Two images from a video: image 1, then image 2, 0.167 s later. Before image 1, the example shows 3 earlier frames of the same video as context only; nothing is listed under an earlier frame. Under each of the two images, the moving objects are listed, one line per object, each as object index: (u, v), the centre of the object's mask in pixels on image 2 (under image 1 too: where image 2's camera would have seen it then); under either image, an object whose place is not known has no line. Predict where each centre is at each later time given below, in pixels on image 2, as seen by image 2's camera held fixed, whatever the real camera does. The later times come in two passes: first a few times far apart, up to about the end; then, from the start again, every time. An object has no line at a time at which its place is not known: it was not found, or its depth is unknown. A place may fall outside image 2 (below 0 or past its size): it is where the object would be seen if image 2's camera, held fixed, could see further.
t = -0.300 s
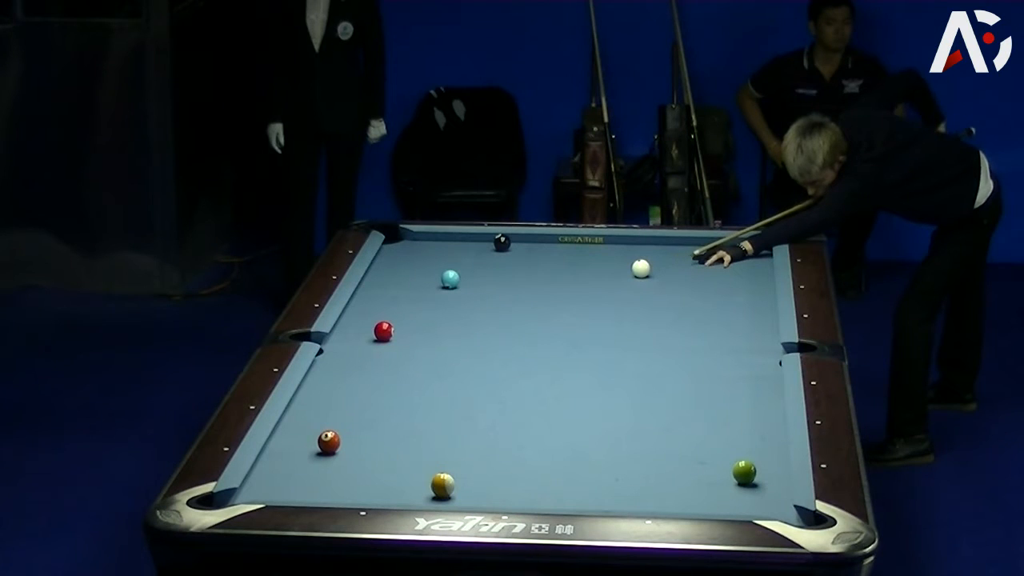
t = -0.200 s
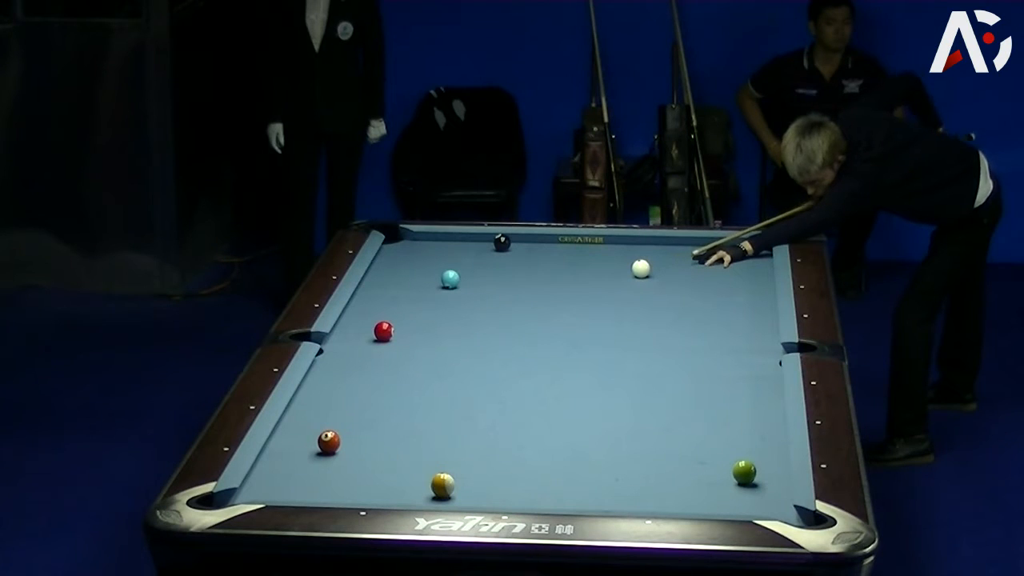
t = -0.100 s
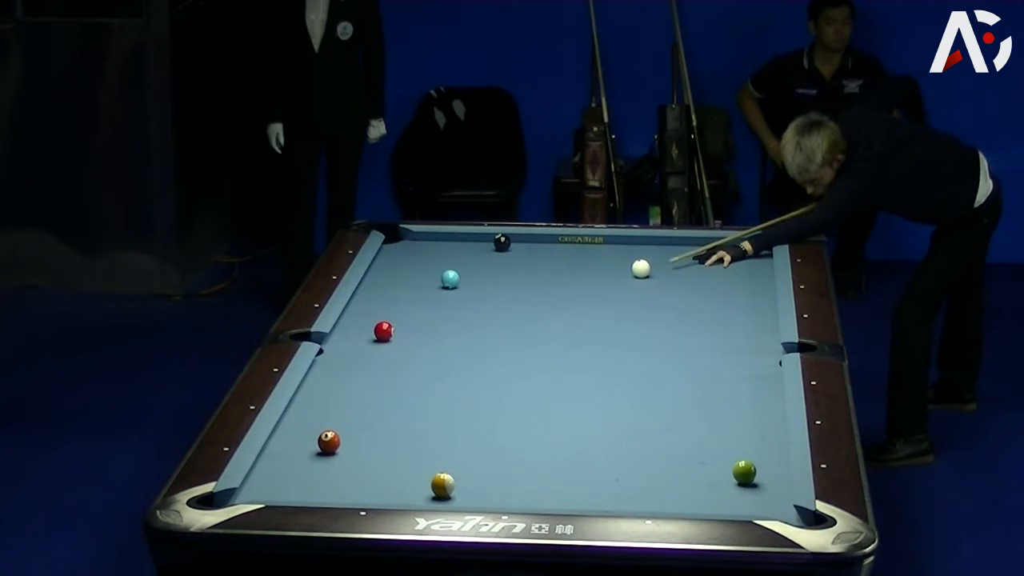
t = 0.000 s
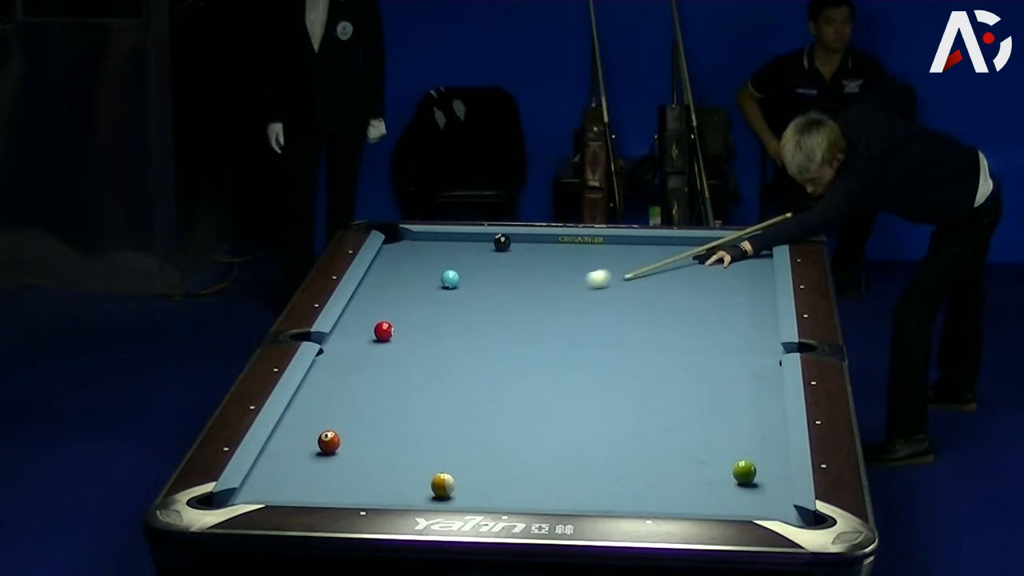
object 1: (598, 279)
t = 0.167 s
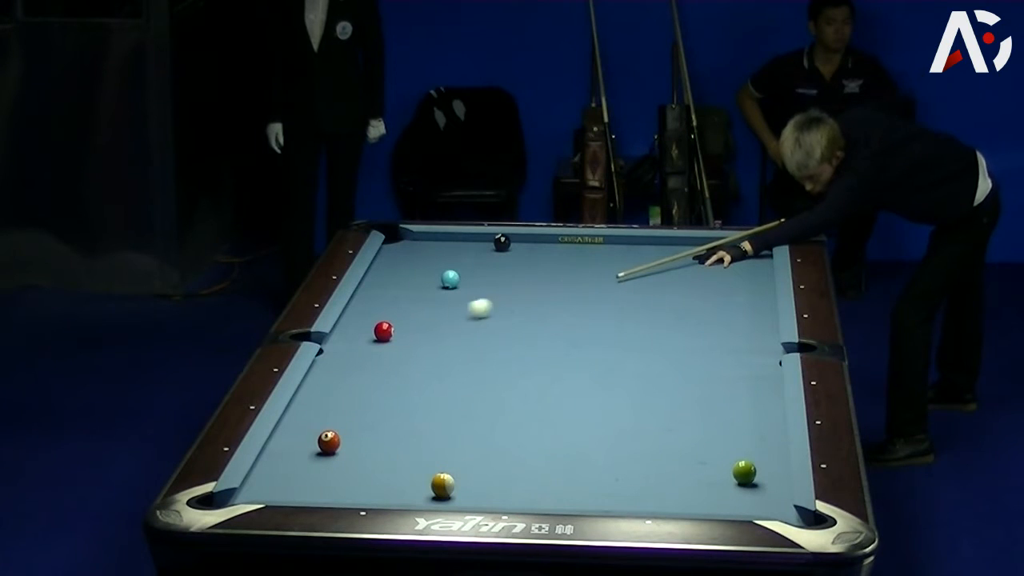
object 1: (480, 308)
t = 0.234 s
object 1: (434, 320)
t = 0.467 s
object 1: (404, 332)
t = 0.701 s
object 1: (408, 337)
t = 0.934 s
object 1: (412, 342)
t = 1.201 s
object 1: (416, 346)
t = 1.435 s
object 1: (418, 349)
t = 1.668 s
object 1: (420, 353)
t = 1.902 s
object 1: (422, 355)
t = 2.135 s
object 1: (424, 358)
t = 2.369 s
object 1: (425, 360)
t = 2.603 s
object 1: (426, 361)
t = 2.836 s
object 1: (427, 362)
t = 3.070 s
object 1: (427, 363)
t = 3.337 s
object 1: (427, 363)
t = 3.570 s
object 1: (427, 363)
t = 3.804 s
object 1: (427, 363)
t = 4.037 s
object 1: (427, 363)
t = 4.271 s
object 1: (427, 363)
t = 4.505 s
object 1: (427, 363)
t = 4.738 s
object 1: (426, 363)
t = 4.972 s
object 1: (426, 363)
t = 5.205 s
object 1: (426, 363)
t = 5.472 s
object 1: (426, 363)
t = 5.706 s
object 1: (426, 363)
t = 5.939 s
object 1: (426, 363)
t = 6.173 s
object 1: (426, 363)
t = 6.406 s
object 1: (426, 363)
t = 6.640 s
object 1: (426, 363)
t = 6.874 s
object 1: (426, 363)
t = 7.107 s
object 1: (426, 363)
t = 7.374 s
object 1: (426, 363)
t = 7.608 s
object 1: (426, 363)
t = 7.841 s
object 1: (426, 363)
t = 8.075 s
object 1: (426, 363)
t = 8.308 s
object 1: (427, 363)
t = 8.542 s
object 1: (427, 363)
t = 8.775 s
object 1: (427, 363)
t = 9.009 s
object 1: (427, 363)
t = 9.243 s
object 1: (427, 363)
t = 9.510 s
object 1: (427, 363)
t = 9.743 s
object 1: (427, 363)
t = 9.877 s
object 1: (426, 362)
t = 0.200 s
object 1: (457, 314)
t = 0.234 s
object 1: (434, 320)
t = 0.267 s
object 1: (413, 325)
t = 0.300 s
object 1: (401, 329)
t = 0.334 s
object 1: (402, 330)
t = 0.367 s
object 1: (402, 330)
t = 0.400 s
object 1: (403, 331)
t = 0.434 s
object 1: (404, 332)
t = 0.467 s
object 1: (404, 332)
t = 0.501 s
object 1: (405, 333)
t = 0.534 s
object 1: (406, 334)
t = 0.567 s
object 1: (406, 334)
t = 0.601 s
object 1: (407, 335)
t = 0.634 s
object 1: (407, 336)
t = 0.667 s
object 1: (408, 336)
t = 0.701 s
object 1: (408, 337)
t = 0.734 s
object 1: (409, 338)
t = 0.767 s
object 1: (410, 338)
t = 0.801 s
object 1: (410, 339)
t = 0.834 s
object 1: (411, 340)
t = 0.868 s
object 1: (411, 340)
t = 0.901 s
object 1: (412, 341)
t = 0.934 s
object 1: (412, 342)
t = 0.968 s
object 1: (413, 342)
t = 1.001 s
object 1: (413, 343)
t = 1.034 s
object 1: (414, 343)
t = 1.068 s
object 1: (414, 344)
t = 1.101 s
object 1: (414, 344)
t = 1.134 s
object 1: (415, 345)
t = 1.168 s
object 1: (415, 345)
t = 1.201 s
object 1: (416, 346)
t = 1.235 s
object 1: (416, 346)
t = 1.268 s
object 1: (416, 347)
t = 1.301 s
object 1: (417, 347)
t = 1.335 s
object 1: (417, 348)
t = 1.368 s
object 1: (417, 348)
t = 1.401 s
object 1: (418, 349)
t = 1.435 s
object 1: (418, 349)
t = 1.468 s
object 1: (419, 350)
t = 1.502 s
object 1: (419, 350)
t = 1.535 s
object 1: (419, 351)
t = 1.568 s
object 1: (419, 351)
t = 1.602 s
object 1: (420, 352)
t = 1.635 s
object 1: (420, 352)
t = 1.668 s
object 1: (420, 353)
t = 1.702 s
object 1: (420, 353)
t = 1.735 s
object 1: (421, 353)
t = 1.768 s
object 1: (421, 354)
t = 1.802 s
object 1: (421, 354)
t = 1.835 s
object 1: (421, 354)
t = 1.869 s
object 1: (422, 355)
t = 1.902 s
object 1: (422, 355)
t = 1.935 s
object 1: (422, 356)
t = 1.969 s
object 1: (422, 356)
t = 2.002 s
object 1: (423, 356)
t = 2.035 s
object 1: (423, 357)
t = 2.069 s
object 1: (423, 357)
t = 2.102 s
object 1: (423, 357)
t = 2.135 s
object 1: (424, 358)
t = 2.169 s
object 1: (424, 358)
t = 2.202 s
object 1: (424, 358)
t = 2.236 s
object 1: (424, 359)
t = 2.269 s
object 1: (424, 359)
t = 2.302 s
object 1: (424, 359)
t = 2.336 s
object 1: (424, 359)
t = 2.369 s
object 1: (425, 360)
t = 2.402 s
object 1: (425, 360)
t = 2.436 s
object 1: (425, 360)
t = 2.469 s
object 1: (425, 360)
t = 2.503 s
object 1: (425, 361)
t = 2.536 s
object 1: (425, 361)
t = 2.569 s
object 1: (425, 361)
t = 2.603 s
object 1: (426, 361)
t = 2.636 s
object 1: (426, 361)
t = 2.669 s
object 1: (426, 361)
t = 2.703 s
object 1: (426, 362)
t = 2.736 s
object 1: (426, 362)
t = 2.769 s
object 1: (426, 362)
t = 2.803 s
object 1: (426, 362)
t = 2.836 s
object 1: (427, 362)
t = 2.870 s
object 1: (427, 362)
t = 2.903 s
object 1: (427, 362)
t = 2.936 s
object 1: (427, 362)
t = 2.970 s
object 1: (427, 362)
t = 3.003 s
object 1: (427, 362)
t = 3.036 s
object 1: (427, 363)
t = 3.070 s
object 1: (427, 363)
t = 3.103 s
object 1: (427, 363)
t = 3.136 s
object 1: (427, 363)
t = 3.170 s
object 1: (427, 363)
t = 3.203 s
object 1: (427, 363)
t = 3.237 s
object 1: (427, 363)
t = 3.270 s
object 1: (427, 363)
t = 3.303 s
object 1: (427, 363)
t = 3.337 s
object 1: (427, 363)
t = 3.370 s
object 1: (427, 363)
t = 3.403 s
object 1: (427, 363)
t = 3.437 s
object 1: (427, 363)
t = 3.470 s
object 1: (427, 363)
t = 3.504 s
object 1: (427, 363)
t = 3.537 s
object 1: (427, 363)
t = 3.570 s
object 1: (427, 363)
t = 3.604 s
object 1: (427, 363)
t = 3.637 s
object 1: (427, 363)
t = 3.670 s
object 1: (427, 363)
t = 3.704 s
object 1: (427, 363)
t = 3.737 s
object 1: (427, 363)
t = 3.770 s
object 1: (427, 363)
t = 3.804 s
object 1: (427, 363)
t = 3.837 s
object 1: (427, 363)
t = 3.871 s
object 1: (427, 363)
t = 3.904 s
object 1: (427, 363)
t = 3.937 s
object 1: (427, 363)
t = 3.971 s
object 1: (427, 363)
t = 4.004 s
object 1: (427, 363)
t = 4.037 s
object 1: (427, 363)
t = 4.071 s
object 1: (427, 363)
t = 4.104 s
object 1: (427, 363)
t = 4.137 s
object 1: (427, 363)
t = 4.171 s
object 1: (427, 363)
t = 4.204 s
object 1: (427, 363)
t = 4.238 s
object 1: (427, 363)
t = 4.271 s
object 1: (427, 363)
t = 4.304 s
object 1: (427, 363)
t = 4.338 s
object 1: (427, 363)
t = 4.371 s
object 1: (427, 363)
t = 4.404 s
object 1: (427, 363)
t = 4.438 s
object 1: (427, 363)
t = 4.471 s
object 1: (427, 363)
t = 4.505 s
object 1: (427, 363)
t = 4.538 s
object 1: (427, 363)
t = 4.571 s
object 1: (427, 363)
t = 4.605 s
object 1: (427, 363)
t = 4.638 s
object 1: (426, 363)
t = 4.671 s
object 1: (426, 363)
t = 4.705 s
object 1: (426, 363)
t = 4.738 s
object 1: (426, 363)
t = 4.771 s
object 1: (426, 363)
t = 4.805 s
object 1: (426, 363)
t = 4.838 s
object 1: (426, 363)
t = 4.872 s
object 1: (426, 363)
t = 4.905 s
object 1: (426, 363)
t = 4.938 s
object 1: (426, 363)
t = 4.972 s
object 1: (426, 363)
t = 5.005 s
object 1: (426, 363)
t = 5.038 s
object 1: (426, 363)
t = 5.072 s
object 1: (426, 363)
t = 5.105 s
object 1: (426, 363)
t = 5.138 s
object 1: (426, 363)
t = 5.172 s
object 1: (426, 363)
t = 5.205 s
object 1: (426, 363)
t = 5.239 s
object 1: (426, 363)
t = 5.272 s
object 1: (426, 363)
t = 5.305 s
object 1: (426, 363)
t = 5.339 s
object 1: (426, 363)
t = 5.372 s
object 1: (426, 363)
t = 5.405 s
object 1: (426, 363)
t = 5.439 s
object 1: (426, 363)
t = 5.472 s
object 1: (426, 363)
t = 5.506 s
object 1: (426, 363)
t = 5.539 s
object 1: (426, 363)
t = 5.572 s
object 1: (426, 363)
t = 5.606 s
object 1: (426, 363)
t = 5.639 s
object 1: (426, 363)
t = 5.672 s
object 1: (426, 363)
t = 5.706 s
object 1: (426, 363)
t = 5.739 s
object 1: (426, 363)
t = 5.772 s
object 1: (426, 363)
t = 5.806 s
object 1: (426, 363)
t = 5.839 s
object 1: (426, 363)
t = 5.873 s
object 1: (426, 363)
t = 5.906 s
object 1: (427, 363)
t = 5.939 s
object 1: (426, 363)
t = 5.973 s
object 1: (426, 363)
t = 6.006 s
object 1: (426, 363)
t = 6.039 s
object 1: (426, 363)
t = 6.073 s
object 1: (426, 363)
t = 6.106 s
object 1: (426, 363)
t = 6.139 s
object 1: (426, 363)
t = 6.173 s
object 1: (426, 363)
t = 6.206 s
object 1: (426, 363)
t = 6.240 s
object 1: (426, 363)
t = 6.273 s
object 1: (426, 363)
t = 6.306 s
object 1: (426, 363)
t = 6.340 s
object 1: (426, 363)
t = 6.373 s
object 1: (426, 363)
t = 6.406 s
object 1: (426, 363)
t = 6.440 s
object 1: (426, 363)
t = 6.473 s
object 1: (426, 363)
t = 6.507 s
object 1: (426, 363)
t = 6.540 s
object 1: (426, 363)
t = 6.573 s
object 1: (426, 363)
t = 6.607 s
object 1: (426, 363)
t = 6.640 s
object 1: (426, 363)
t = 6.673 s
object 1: (426, 363)
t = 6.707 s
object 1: (426, 363)
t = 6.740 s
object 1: (426, 363)
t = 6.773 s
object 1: (426, 363)
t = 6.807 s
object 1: (426, 363)
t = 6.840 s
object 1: (426, 363)
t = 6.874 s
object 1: (426, 363)
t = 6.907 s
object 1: (426, 363)
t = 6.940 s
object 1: (427, 363)
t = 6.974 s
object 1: (426, 363)
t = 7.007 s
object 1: (426, 363)
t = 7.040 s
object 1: (427, 363)
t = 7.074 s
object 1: (426, 363)
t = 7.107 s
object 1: (426, 363)
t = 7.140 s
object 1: (426, 363)
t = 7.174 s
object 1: (426, 363)
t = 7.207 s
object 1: (426, 363)
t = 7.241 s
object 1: (426, 363)
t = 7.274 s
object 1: (426, 363)
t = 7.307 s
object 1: (426, 363)
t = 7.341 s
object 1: (426, 363)
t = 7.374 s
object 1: (426, 363)
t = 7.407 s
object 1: (426, 363)
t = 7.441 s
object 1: (426, 363)
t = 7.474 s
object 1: (426, 363)
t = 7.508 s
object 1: (426, 363)
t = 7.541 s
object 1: (426, 363)
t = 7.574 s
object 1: (426, 363)
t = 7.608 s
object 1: (426, 363)
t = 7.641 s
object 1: (426, 363)
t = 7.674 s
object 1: (426, 363)
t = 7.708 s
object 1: (426, 363)
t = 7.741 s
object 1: (426, 363)
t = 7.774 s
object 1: (427, 363)
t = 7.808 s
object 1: (426, 363)
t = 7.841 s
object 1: (426, 363)
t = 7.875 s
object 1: (427, 363)
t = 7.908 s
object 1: (427, 363)
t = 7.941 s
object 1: (427, 363)
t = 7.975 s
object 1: (427, 363)
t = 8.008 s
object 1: (427, 363)
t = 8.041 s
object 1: (427, 363)
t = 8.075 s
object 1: (426, 363)
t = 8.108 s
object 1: (426, 363)
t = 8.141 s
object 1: (426, 363)
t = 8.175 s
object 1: (426, 363)
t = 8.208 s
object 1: (426, 363)
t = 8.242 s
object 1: (427, 363)
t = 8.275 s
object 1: (427, 363)
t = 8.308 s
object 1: (427, 363)
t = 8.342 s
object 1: (427, 363)
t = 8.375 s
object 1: (426, 363)
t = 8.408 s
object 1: (426, 363)
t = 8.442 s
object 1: (426, 363)
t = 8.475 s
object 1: (427, 363)
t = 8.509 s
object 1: (427, 363)
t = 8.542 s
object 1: (427, 363)
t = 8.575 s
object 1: (427, 363)
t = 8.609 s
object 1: (426, 363)
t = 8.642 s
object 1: (427, 363)
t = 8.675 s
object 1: (427, 363)
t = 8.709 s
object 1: (427, 363)
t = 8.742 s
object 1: (427, 363)
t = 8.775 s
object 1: (427, 363)
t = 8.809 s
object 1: (427, 363)
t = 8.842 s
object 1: (427, 363)
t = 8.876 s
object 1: (427, 363)
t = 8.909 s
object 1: (426, 363)
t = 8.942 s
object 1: (426, 363)
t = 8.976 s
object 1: (427, 363)
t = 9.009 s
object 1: (427, 363)
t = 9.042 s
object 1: (426, 363)
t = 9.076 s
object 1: (427, 363)
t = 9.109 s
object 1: (427, 363)
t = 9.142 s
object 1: (427, 363)
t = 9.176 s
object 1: (427, 363)
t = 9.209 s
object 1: (426, 363)
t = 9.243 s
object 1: (427, 363)
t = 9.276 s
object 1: (427, 363)
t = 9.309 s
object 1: (426, 363)
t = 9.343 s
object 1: (427, 363)
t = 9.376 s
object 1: (426, 363)
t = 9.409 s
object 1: (427, 363)
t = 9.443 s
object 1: (426, 363)
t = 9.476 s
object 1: (426, 363)
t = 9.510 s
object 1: (427, 363)
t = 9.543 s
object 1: (426, 363)
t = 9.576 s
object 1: (426, 363)
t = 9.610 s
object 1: (426, 363)
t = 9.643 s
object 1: (427, 363)
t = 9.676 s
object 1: (426, 363)
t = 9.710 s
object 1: (427, 363)
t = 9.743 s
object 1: (427, 363)
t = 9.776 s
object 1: (426, 362)
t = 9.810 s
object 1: (426, 363)
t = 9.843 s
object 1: (426, 362)
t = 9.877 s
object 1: (426, 362)
